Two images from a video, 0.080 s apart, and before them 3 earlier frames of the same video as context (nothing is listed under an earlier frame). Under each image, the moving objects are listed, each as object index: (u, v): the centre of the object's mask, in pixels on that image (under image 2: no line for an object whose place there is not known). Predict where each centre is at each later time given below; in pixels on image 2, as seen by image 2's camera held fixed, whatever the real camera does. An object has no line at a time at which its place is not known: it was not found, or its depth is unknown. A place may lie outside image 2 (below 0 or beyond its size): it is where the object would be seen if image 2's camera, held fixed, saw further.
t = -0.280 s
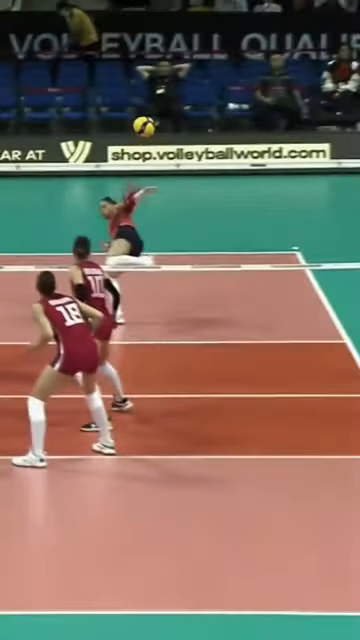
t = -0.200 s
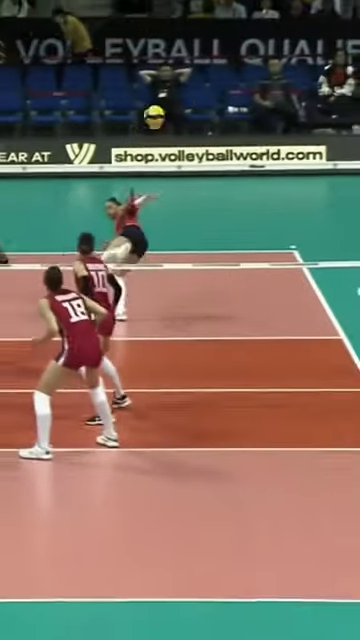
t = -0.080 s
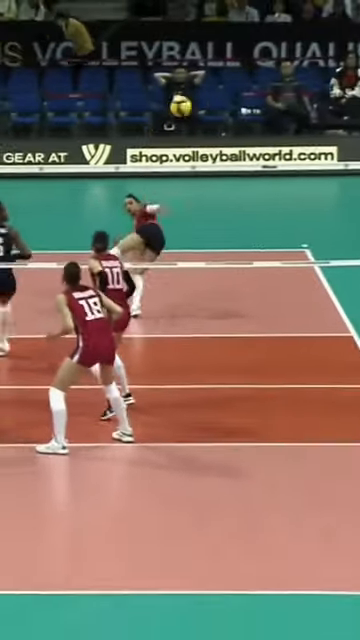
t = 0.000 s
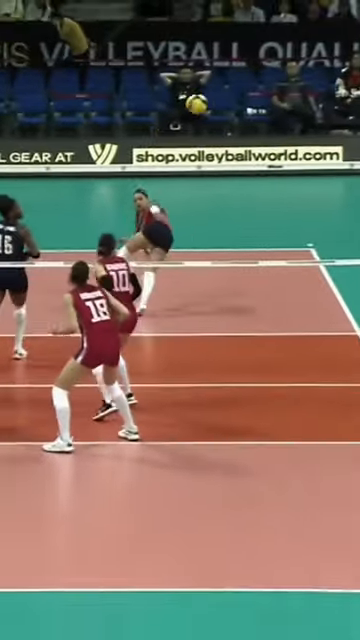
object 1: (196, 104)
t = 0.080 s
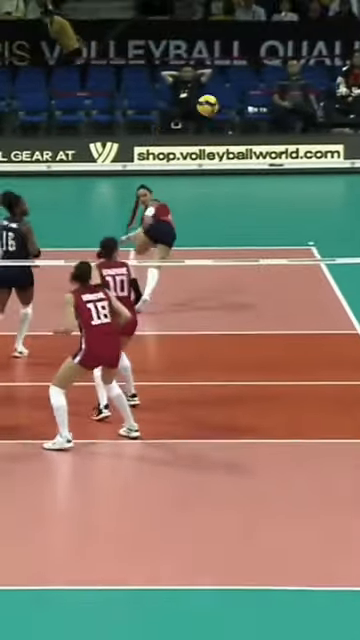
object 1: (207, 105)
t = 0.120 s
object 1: (212, 109)
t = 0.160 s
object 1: (216, 113)
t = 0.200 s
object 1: (222, 120)
